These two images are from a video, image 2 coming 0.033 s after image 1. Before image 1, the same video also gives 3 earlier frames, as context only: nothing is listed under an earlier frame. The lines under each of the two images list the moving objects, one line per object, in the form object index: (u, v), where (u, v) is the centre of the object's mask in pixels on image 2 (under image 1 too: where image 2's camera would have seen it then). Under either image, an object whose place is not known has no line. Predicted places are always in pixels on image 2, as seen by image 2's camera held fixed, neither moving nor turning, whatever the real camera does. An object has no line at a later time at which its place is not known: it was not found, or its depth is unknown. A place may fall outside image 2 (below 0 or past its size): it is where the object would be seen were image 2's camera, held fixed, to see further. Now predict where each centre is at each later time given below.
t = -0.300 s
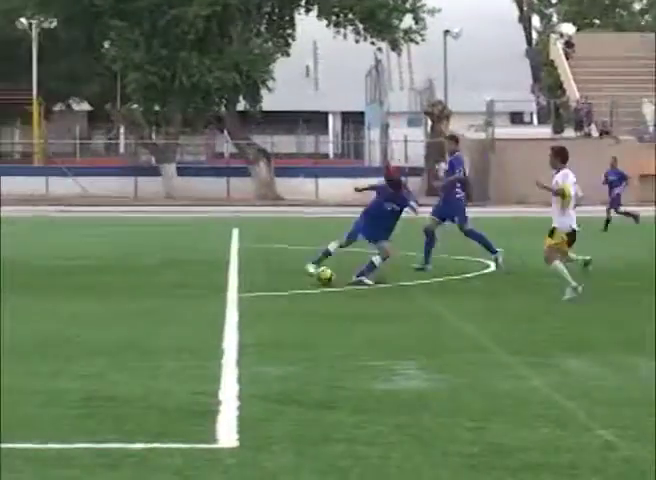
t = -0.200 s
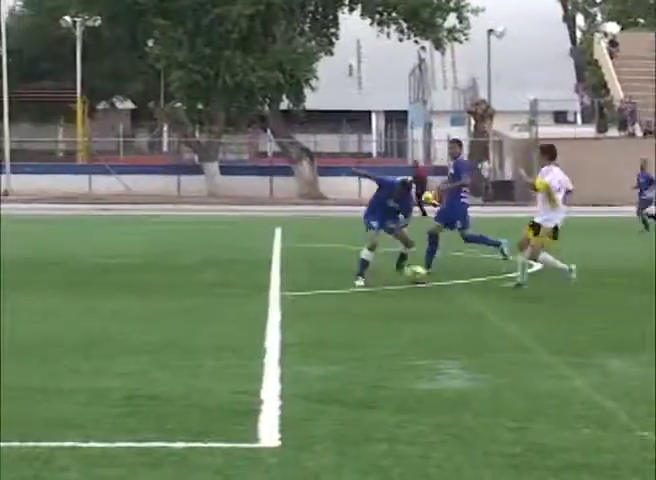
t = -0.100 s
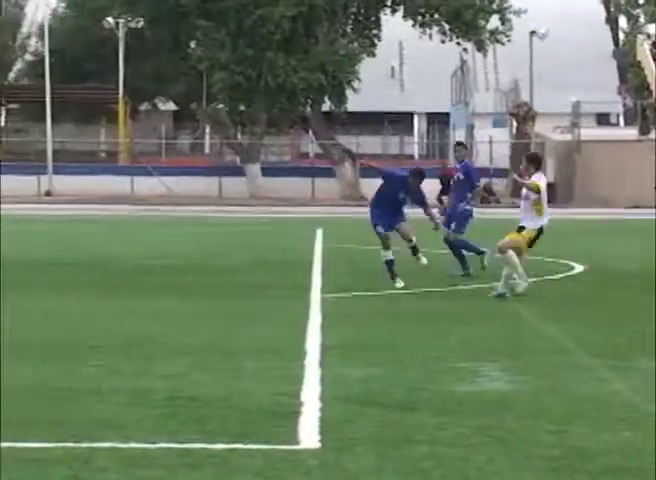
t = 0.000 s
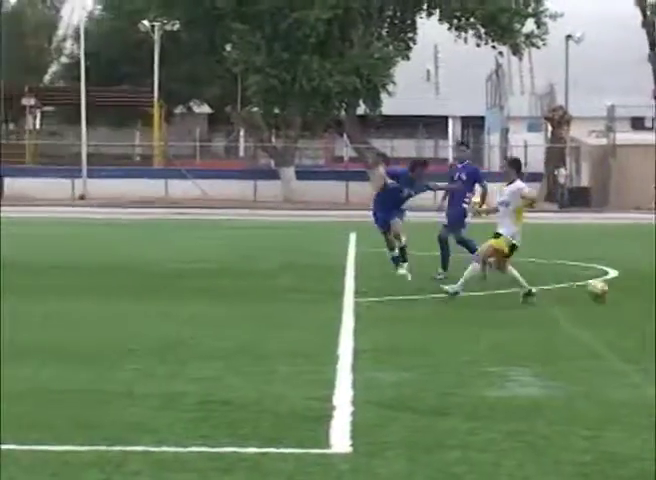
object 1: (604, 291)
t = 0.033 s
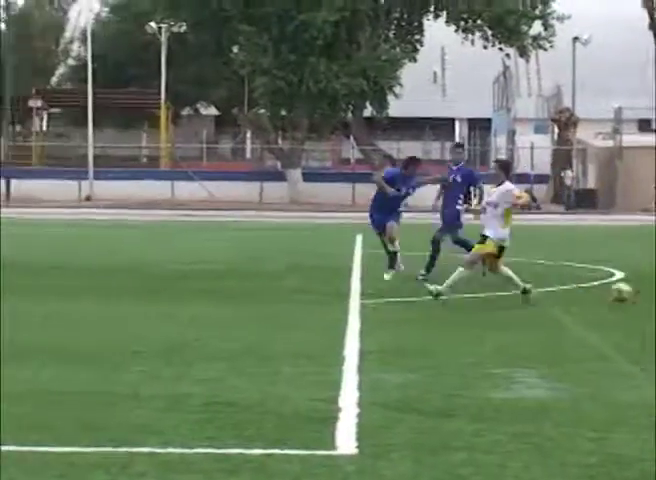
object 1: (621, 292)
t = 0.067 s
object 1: (637, 293)
